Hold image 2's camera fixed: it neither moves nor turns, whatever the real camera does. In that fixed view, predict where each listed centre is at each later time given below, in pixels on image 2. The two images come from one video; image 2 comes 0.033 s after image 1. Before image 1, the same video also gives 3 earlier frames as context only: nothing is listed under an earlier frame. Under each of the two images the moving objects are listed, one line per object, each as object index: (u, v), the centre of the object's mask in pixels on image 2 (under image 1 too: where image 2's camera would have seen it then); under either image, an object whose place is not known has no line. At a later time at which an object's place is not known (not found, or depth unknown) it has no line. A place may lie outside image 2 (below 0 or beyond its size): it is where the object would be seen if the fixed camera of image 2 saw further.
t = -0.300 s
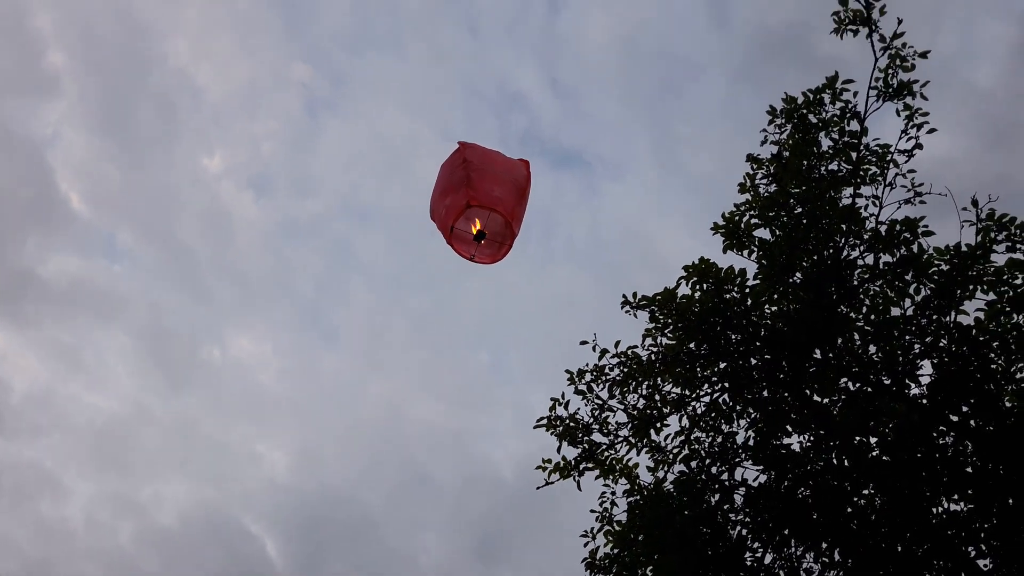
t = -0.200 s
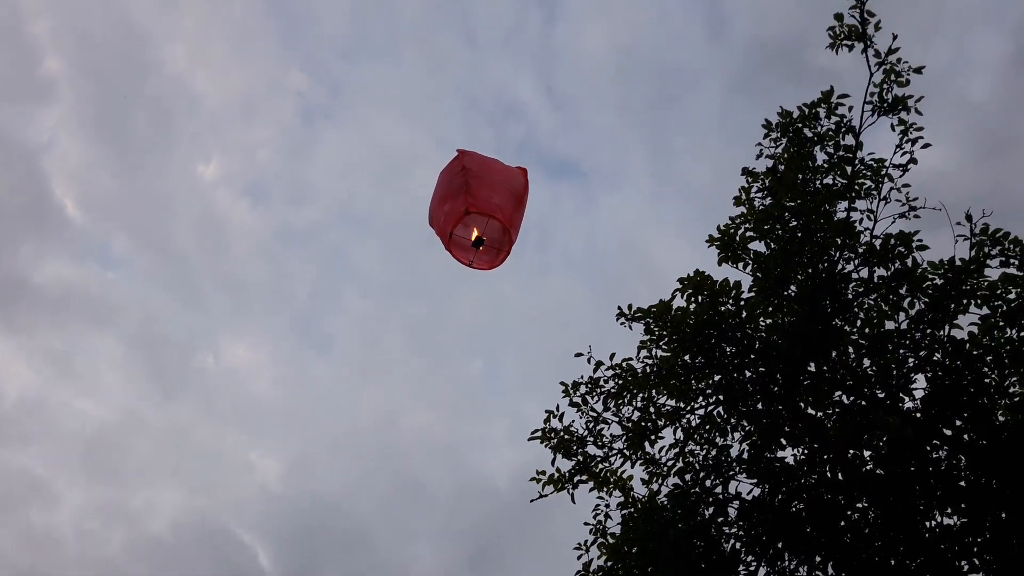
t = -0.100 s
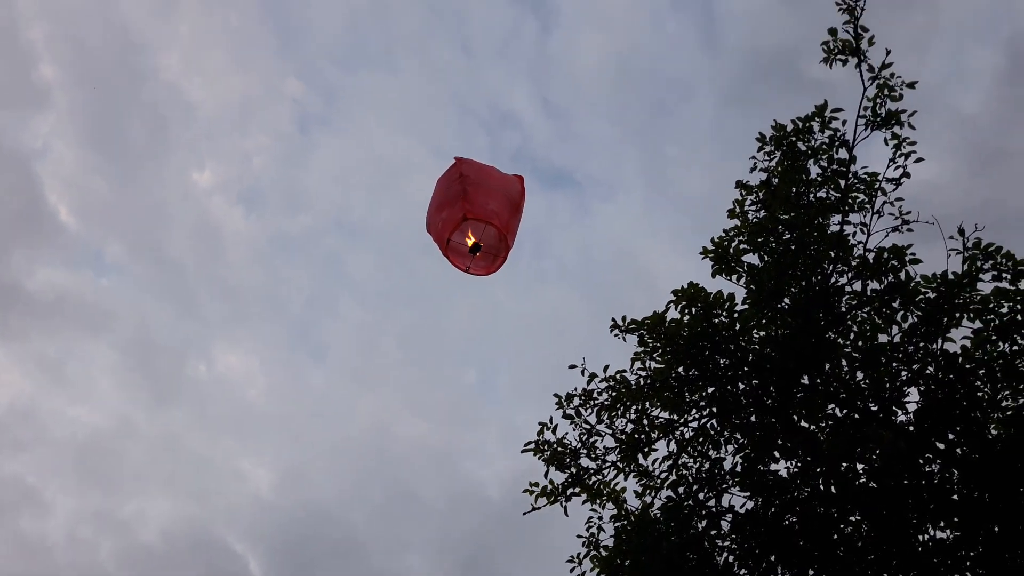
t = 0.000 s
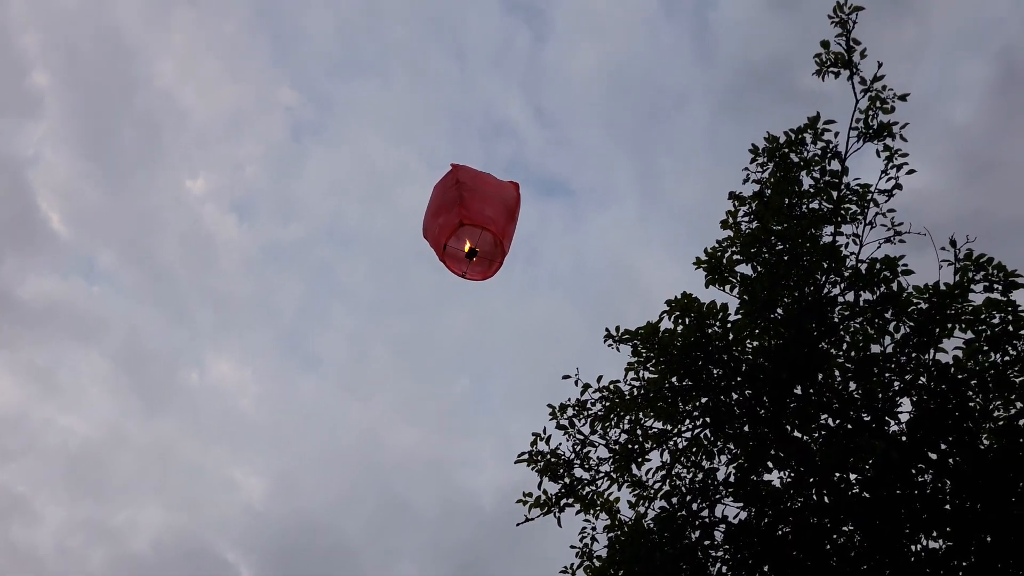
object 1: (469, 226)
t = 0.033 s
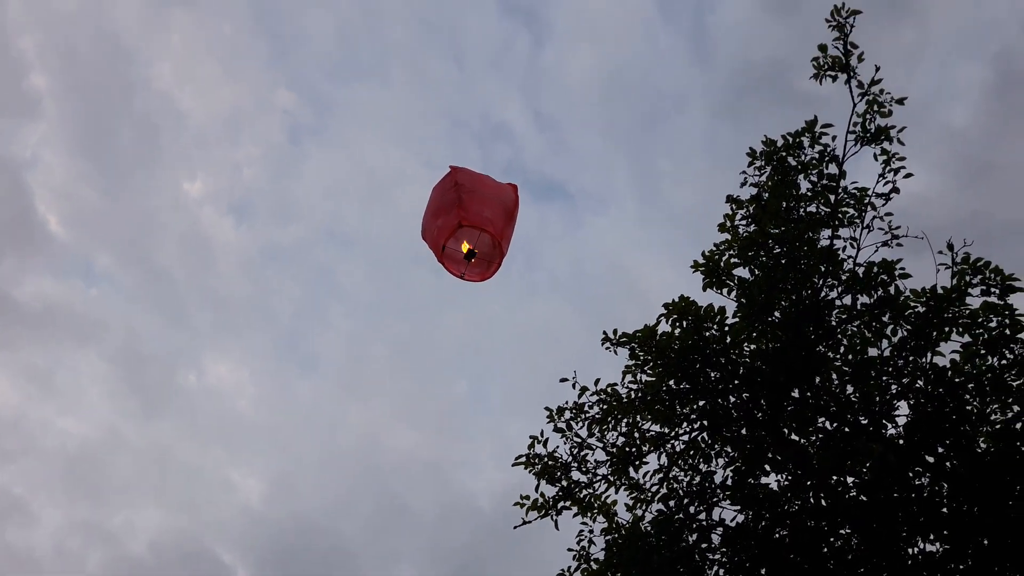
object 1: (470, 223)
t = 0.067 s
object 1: (471, 222)
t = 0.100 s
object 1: (472, 220)
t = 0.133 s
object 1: (474, 217)
